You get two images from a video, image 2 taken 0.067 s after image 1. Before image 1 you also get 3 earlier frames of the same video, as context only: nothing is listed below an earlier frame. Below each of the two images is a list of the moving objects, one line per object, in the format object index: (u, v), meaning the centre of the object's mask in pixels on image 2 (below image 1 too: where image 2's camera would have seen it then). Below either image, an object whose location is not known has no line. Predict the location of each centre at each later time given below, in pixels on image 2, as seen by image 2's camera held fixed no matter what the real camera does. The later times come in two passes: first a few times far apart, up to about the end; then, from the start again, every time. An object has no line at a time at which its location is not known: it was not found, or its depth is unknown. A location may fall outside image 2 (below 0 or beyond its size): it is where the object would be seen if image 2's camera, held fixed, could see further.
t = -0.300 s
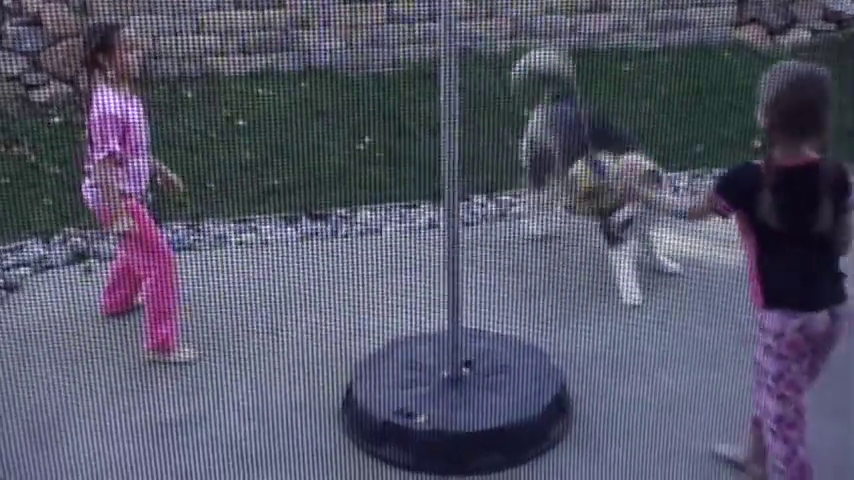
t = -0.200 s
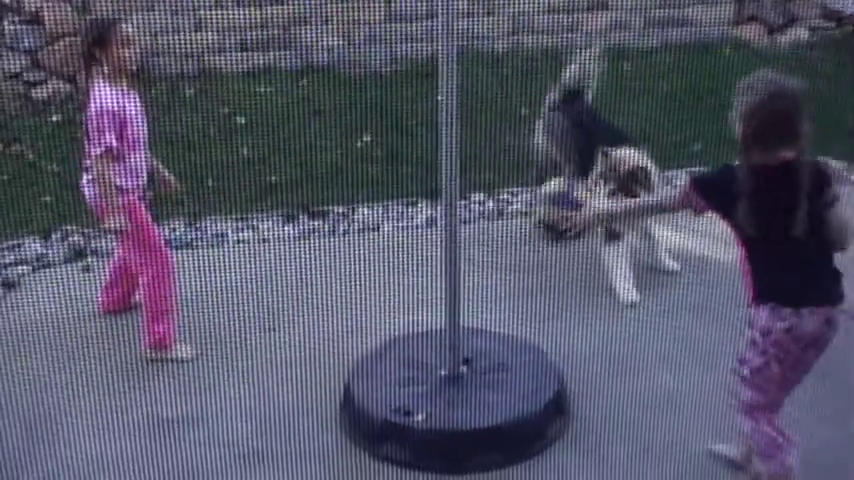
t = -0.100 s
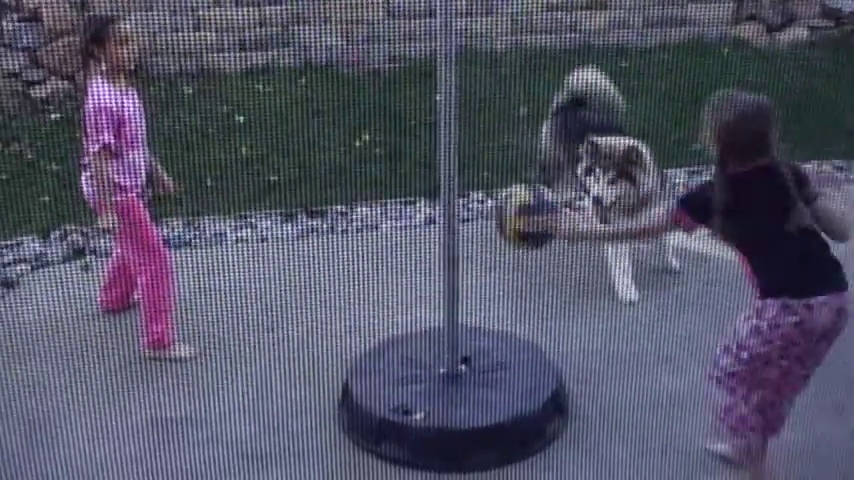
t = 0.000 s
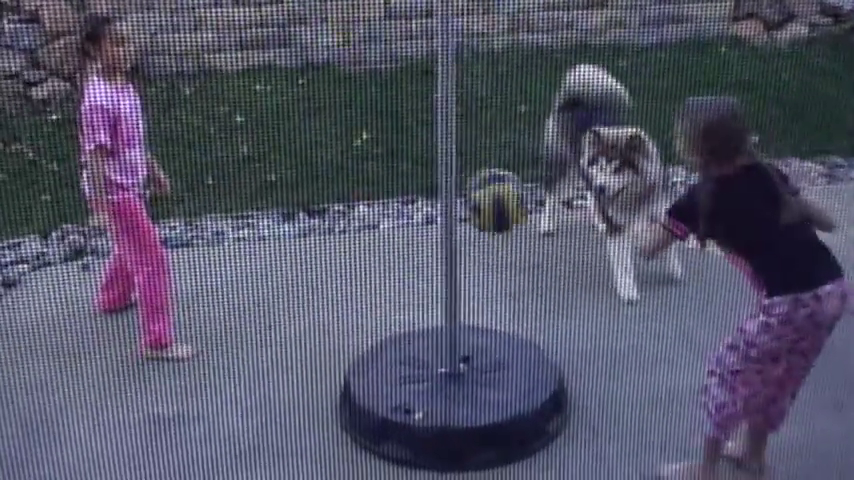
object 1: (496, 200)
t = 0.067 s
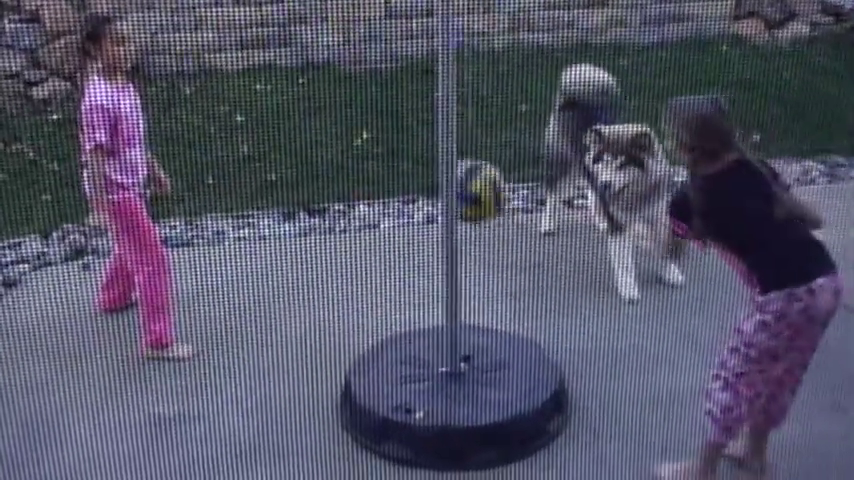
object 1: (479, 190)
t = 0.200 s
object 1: (421, 169)
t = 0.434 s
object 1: (357, 137)
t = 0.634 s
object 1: (320, 127)
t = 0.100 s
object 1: (473, 187)
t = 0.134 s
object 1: (456, 180)
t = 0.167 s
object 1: (435, 175)
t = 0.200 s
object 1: (421, 169)
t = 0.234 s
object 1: (418, 165)
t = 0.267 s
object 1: (411, 159)
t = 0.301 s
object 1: (396, 152)
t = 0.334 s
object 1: (385, 146)
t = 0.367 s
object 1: (380, 145)
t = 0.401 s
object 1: (370, 141)
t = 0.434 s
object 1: (357, 137)
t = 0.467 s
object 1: (352, 135)
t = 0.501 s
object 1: (346, 134)
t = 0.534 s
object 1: (341, 131)
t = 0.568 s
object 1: (333, 129)
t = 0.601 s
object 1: (328, 129)
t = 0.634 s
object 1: (320, 127)
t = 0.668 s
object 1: (314, 127)
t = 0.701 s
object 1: (308, 128)
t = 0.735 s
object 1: (305, 131)
